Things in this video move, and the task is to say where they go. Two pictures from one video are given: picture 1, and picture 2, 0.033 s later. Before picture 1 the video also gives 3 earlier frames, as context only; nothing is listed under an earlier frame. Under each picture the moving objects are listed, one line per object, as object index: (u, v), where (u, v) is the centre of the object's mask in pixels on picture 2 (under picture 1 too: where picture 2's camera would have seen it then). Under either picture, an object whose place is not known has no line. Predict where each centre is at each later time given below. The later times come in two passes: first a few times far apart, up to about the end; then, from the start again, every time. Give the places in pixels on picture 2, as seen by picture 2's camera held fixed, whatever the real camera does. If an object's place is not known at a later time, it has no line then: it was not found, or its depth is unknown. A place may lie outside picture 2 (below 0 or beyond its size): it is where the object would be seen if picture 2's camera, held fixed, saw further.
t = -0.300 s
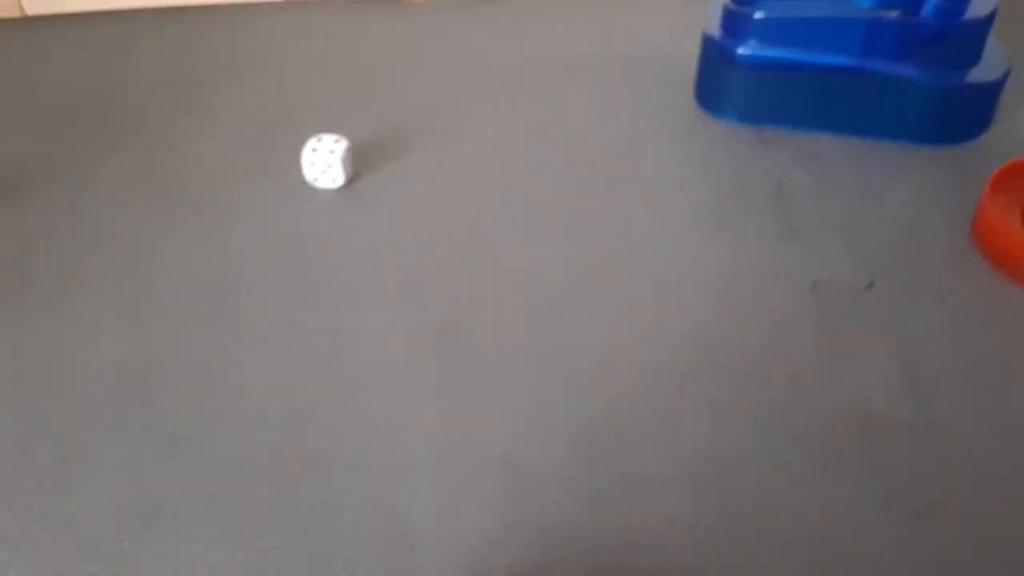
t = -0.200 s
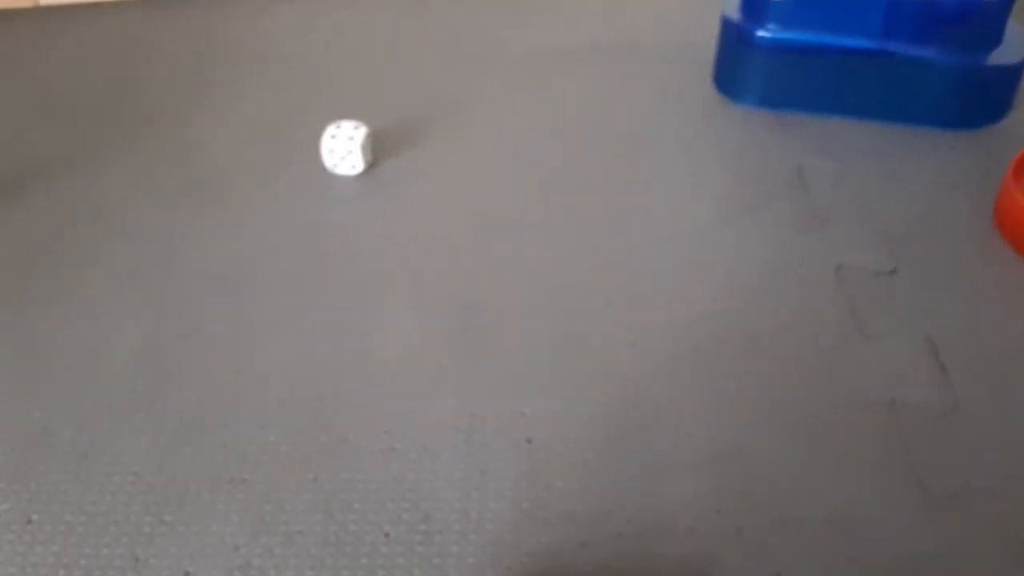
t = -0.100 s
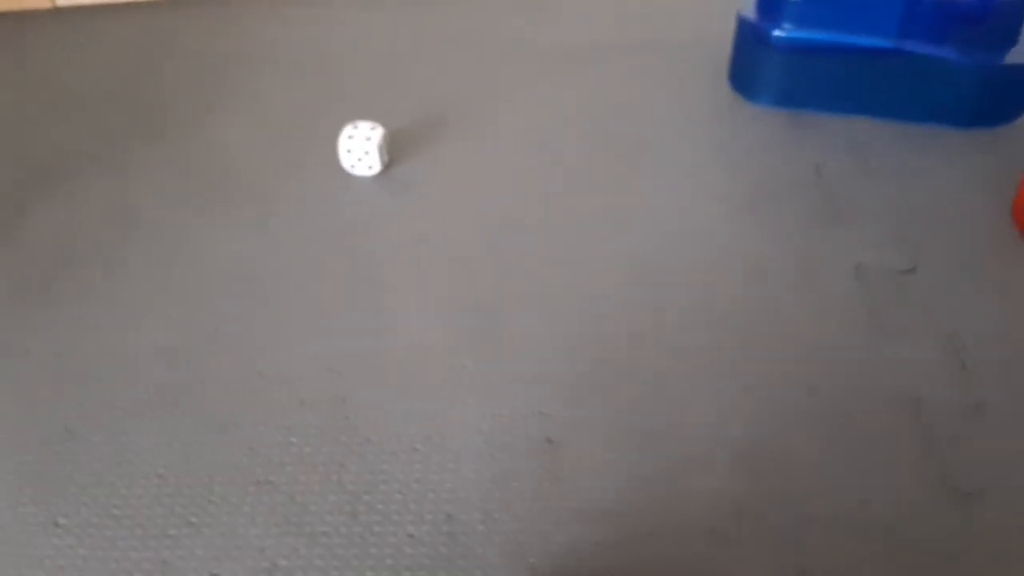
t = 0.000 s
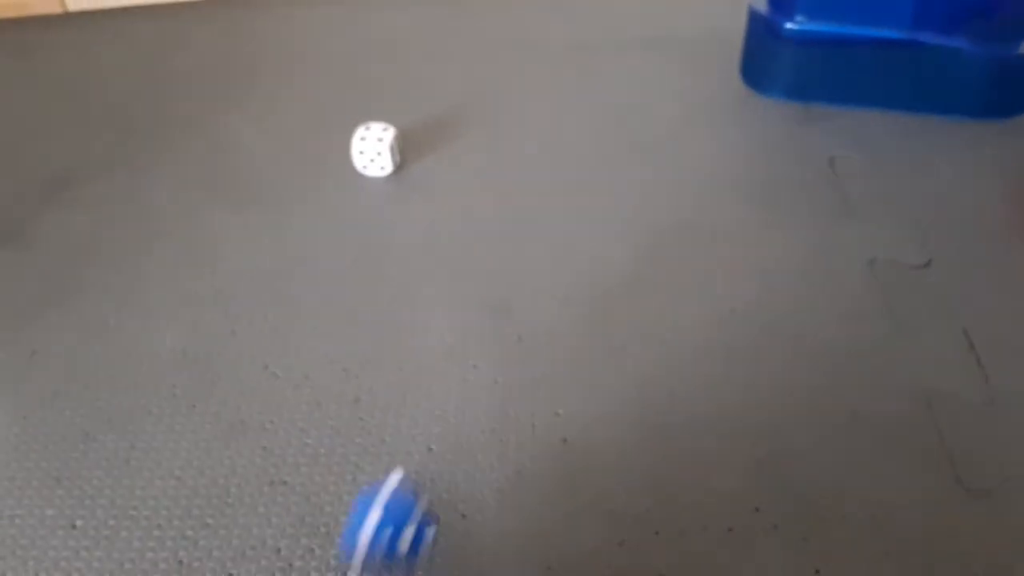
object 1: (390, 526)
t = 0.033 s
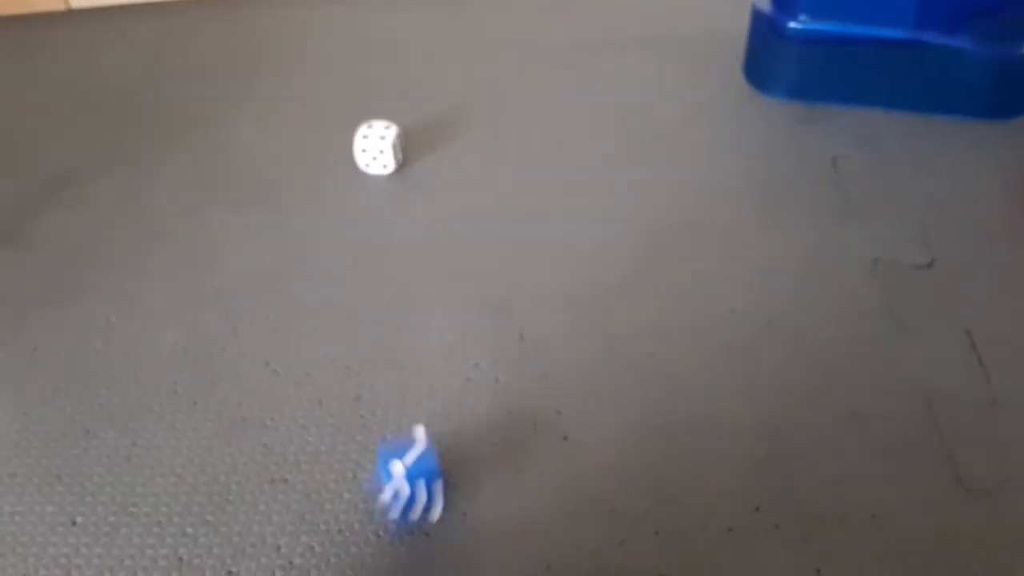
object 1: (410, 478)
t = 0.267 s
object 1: (431, 339)
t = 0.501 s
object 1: (461, 333)
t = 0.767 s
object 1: (461, 333)
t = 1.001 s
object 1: (462, 333)
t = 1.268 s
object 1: (461, 333)
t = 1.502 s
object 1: (461, 333)
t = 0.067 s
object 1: (412, 434)
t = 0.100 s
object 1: (416, 412)
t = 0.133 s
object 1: (422, 392)
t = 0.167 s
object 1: (423, 377)
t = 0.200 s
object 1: (431, 362)
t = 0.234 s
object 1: (431, 350)
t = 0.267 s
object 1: (431, 339)
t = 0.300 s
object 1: (435, 335)
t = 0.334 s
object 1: (440, 334)
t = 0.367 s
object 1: (448, 334)
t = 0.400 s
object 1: (457, 330)
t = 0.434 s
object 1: (461, 331)
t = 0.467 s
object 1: (462, 333)
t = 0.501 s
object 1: (461, 333)
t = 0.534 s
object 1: (462, 333)
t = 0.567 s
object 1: (461, 333)
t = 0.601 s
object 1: (461, 333)
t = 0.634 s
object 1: (461, 333)
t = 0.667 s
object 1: (461, 333)
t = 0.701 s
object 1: (461, 333)
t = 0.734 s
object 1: (461, 333)
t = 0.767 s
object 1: (461, 333)
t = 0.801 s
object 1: (461, 333)
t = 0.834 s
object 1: (461, 333)
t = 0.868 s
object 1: (461, 333)
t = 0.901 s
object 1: (461, 333)
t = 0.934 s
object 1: (461, 333)
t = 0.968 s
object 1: (461, 333)
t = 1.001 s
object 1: (462, 333)
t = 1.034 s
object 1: (461, 332)
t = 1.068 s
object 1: (461, 333)
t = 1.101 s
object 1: (461, 332)
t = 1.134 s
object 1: (461, 332)
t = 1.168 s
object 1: (461, 333)
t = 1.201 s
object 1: (461, 333)
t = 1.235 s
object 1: (461, 333)
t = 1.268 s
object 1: (461, 333)
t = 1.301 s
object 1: (461, 333)
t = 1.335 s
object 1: (461, 333)
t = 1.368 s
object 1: (461, 333)
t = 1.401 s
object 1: (461, 333)
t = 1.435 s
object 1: (461, 333)
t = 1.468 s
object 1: (460, 333)
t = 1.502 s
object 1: (461, 333)
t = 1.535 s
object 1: (461, 333)
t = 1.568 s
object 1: (461, 333)
